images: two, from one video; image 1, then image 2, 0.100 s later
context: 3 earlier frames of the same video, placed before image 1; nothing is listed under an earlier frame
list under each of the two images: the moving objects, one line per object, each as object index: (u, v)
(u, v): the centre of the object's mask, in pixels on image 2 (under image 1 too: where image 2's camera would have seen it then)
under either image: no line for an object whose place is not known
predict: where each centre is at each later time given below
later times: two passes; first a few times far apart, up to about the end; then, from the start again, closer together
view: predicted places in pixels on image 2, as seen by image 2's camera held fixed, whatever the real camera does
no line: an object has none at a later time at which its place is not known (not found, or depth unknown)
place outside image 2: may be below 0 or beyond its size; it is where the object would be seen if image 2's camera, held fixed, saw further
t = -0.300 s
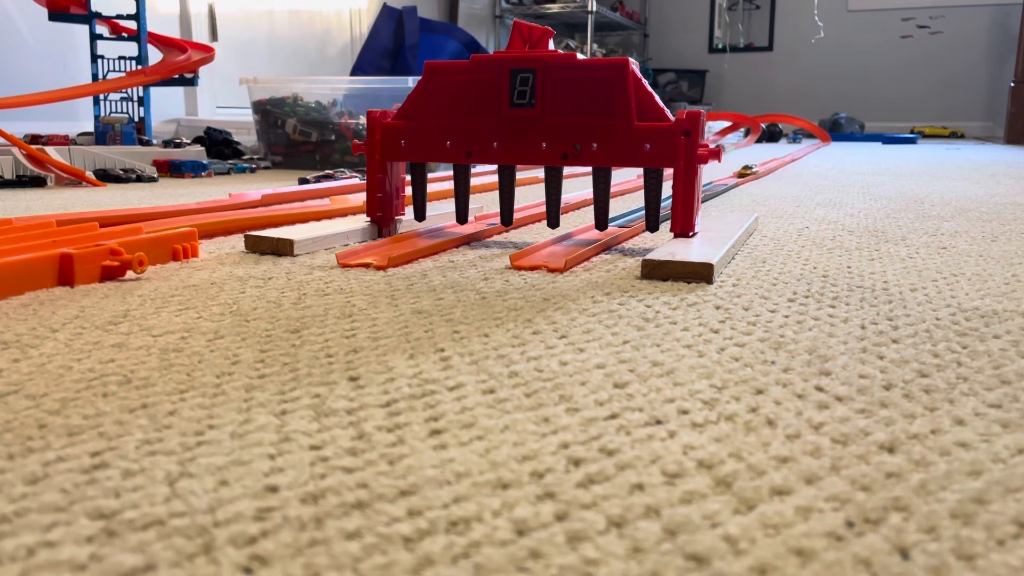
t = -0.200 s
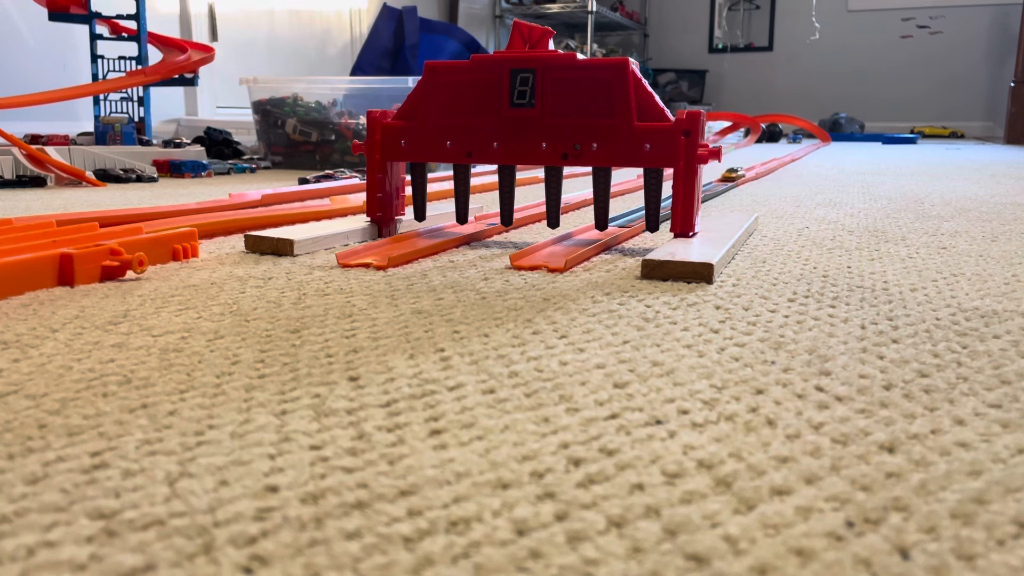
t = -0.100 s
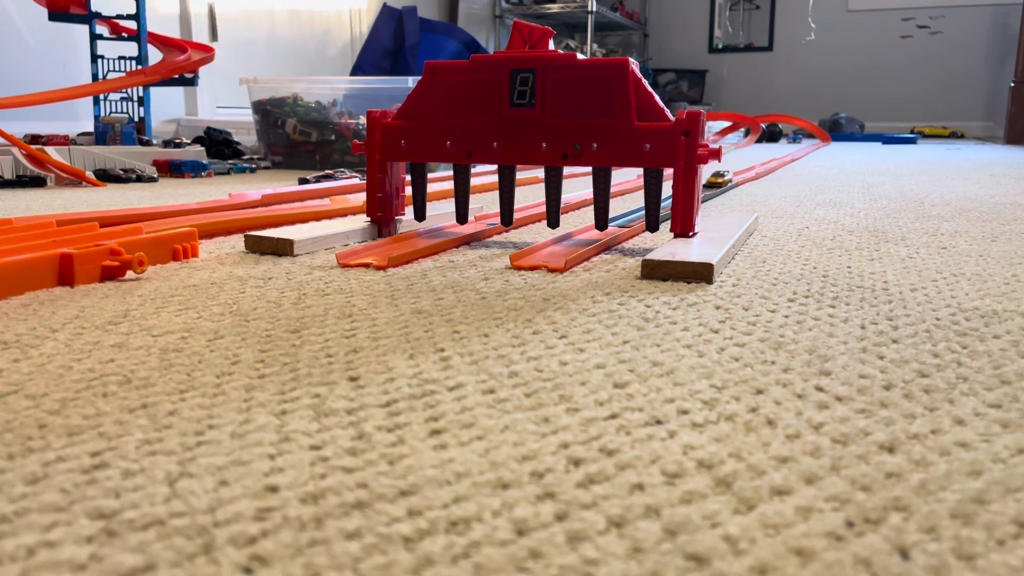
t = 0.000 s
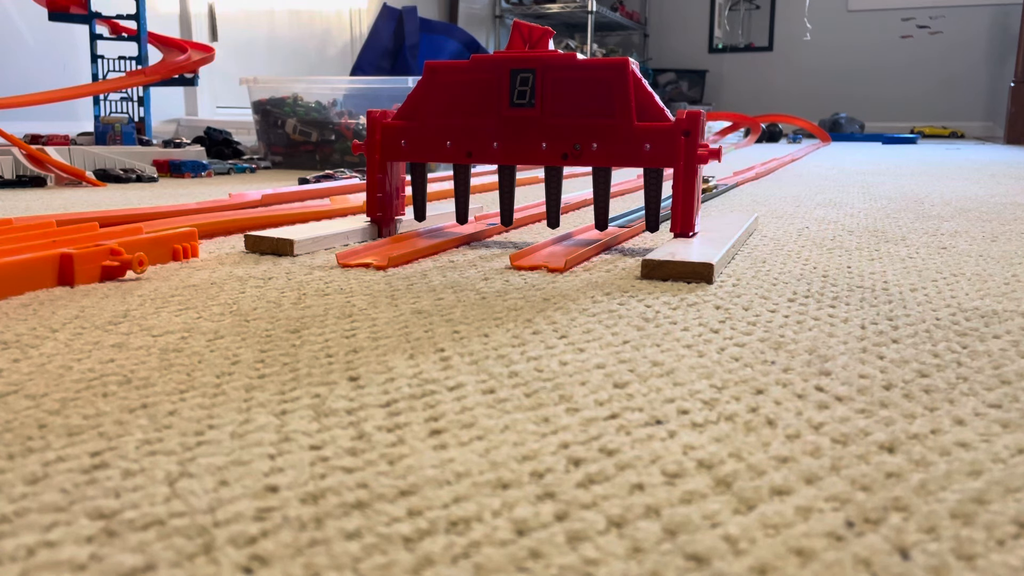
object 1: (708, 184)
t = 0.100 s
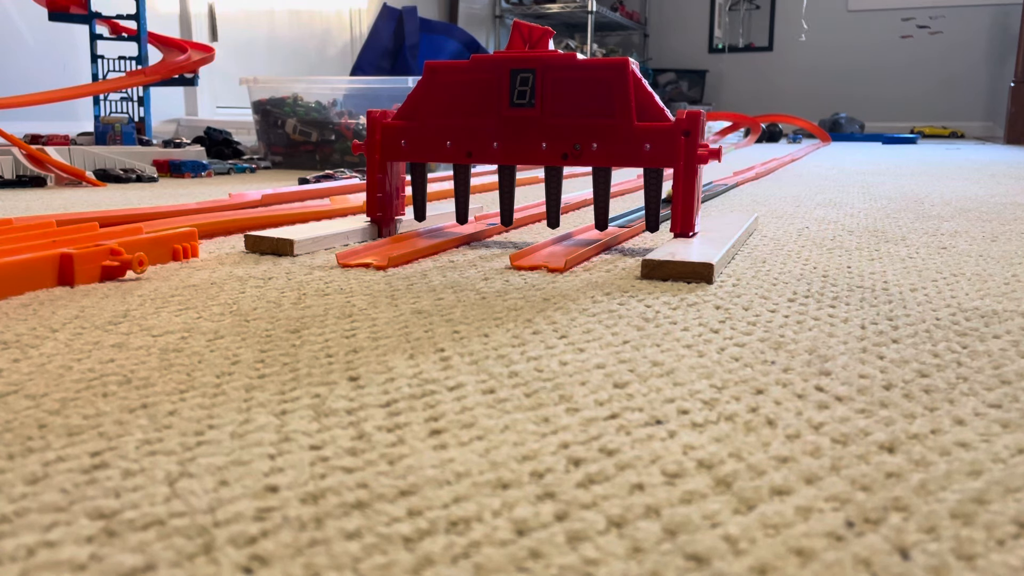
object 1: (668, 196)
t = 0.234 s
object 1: (638, 207)
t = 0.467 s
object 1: (566, 237)
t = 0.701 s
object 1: (459, 286)
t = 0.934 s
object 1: (383, 311)
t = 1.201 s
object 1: (376, 315)
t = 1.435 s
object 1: (376, 315)
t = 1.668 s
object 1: (376, 315)
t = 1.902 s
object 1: (376, 315)
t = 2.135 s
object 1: (376, 315)
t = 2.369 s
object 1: (376, 315)
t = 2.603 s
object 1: (376, 315)
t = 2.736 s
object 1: (376, 315)
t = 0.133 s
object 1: (667, 196)
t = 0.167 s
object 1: (666, 198)
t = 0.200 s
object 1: (666, 200)
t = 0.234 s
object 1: (638, 207)
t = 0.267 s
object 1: (633, 209)
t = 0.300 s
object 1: (628, 212)
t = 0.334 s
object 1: (625, 214)
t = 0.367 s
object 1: (607, 222)
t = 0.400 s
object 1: (591, 229)
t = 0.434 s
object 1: (579, 232)
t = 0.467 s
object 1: (566, 237)
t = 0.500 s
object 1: (552, 243)
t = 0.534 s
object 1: (537, 253)
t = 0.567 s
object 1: (522, 259)
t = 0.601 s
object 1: (506, 270)
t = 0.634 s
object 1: (491, 273)
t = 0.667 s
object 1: (475, 282)
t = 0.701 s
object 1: (459, 286)
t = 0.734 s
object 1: (442, 291)
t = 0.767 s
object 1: (426, 297)
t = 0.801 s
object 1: (413, 301)
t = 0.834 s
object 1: (402, 305)
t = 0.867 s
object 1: (393, 308)
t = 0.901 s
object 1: (387, 309)
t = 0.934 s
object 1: (383, 311)
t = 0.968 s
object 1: (379, 313)
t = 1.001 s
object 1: (377, 314)
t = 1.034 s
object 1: (376, 315)
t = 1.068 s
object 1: (376, 315)
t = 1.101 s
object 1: (376, 315)
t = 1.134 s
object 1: (376, 315)
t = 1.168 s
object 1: (376, 315)
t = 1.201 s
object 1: (376, 315)
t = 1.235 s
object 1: (376, 315)
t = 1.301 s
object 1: (376, 315)
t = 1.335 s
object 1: (376, 315)
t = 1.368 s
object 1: (376, 315)
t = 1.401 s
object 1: (376, 315)
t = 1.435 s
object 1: (376, 315)
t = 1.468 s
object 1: (376, 315)
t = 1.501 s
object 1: (376, 315)
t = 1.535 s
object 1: (376, 315)
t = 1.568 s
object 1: (376, 315)
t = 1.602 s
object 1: (376, 315)
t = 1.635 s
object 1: (376, 315)
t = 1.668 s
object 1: (376, 315)
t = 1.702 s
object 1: (376, 315)
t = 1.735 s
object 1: (376, 315)
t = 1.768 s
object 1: (376, 315)
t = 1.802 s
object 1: (376, 315)
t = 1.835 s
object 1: (376, 315)
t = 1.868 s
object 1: (376, 315)
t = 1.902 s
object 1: (376, 315)
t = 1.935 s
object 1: (376, 315)
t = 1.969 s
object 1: (376, 315)
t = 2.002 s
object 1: (376, 315)
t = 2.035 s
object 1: (376, 315)
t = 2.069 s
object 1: (376, 315)
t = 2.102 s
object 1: (376, 315)
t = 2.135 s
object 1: (376, 315)
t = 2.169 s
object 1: (376, 315)
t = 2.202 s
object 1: (376, 315)
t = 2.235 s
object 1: (376, 315)
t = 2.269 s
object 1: (376, 315)
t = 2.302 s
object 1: (376, 315)
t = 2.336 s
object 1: (376, 315)
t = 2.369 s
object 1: (376, 315)
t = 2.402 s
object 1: (376, 315)
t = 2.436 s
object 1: (376, 315)
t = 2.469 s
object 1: (376, 315)
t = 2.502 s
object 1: (376, 315)
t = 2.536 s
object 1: (376, 315)
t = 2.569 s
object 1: (376, 315)
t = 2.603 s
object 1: (376, 315)
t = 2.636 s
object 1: (376, 315)
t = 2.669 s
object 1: (376, 315)
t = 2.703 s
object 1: (376, 315)
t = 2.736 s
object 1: (376, 315)
